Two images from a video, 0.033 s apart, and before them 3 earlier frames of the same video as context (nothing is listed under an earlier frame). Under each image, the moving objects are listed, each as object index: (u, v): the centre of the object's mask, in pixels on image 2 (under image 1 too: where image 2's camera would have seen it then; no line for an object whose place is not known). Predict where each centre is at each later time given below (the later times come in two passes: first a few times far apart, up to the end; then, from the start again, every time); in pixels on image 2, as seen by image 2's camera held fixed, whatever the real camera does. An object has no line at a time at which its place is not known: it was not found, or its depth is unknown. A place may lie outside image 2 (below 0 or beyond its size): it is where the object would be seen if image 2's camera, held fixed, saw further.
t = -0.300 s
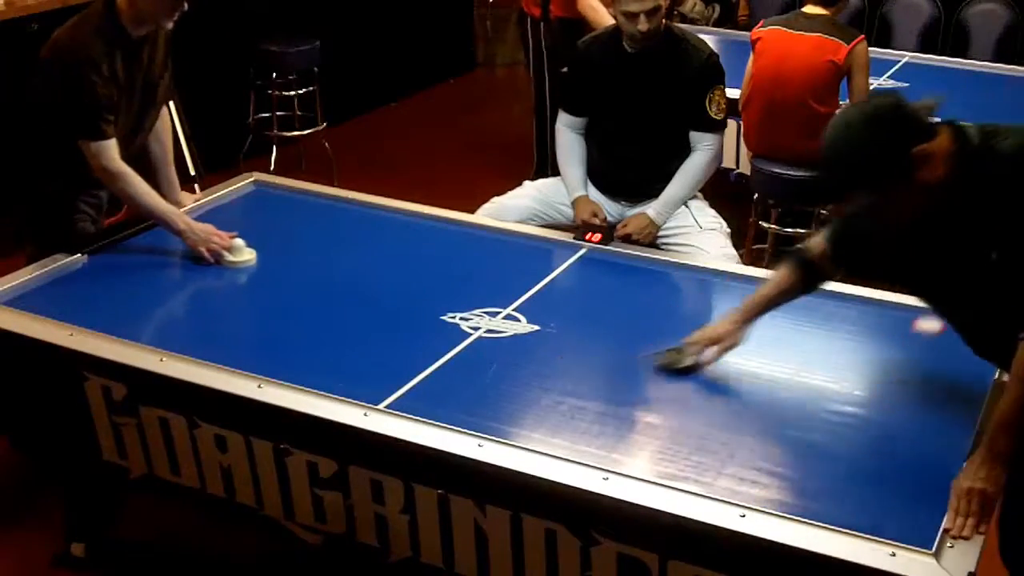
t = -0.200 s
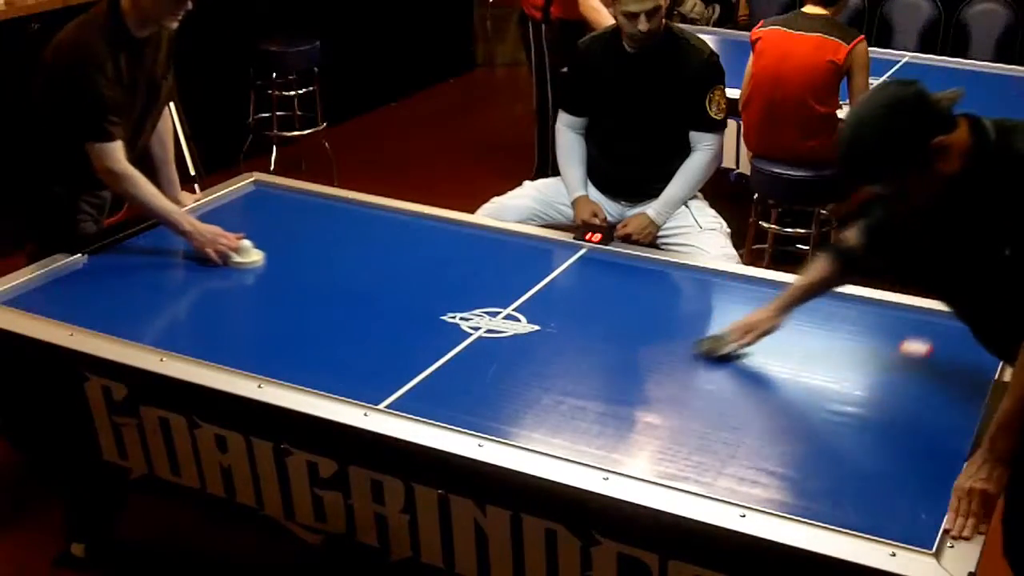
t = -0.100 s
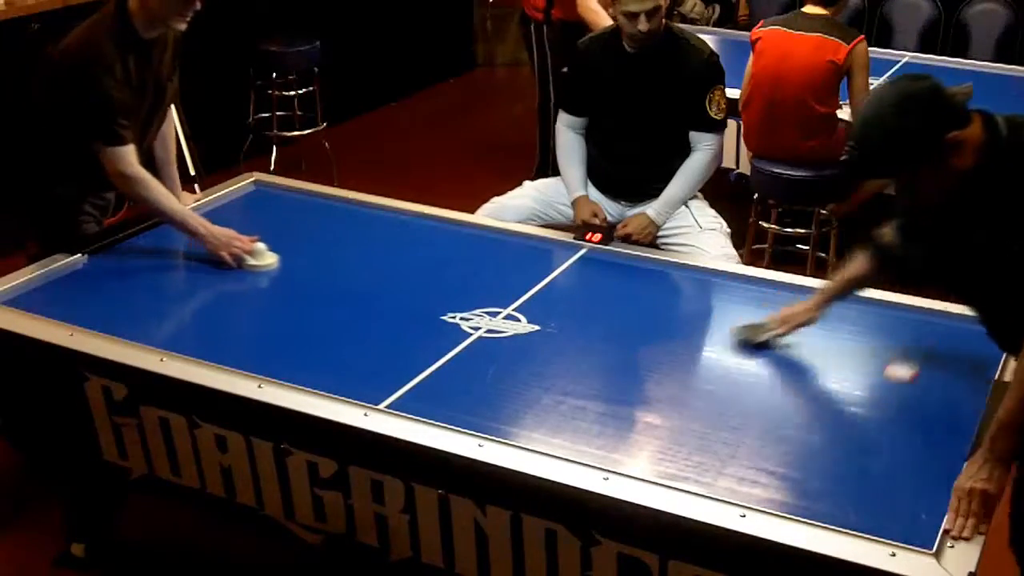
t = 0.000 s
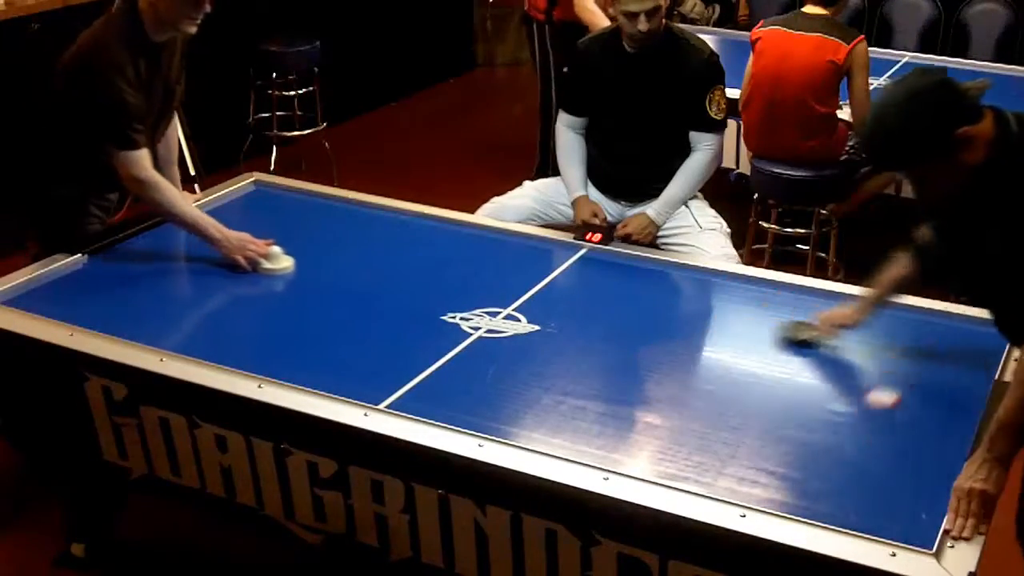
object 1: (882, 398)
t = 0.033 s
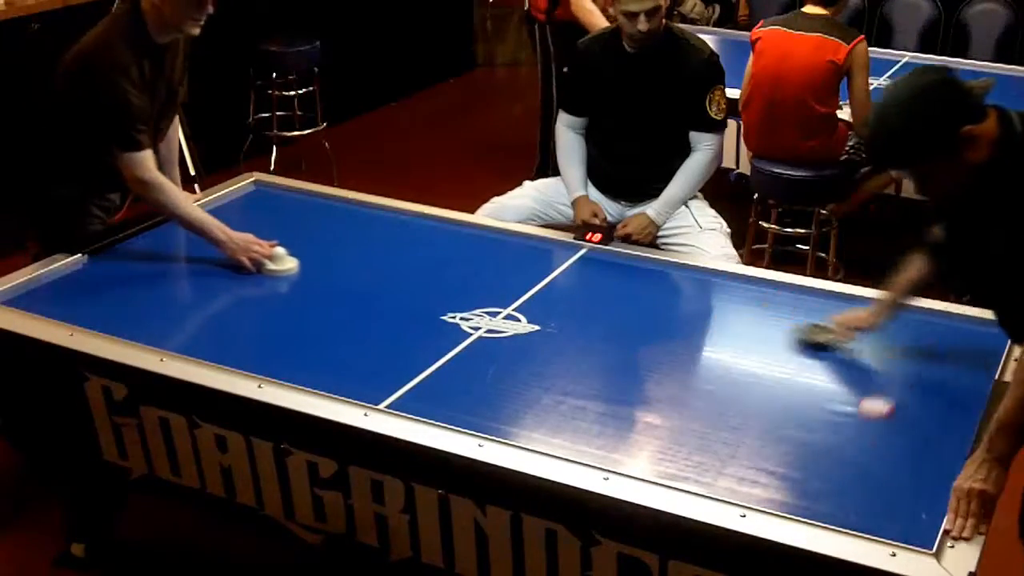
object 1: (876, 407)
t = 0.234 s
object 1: (833, 464)
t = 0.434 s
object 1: (801, 494)
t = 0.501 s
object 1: (809, 475)
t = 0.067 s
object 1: (870, 416)
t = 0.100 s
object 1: (863, 426)
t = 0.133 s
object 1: (856, 435)
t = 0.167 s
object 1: (848, 444)
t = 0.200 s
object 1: (841, 454)
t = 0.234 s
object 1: (833, 464)
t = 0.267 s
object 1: (824, 474)
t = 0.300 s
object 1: (816, 484)
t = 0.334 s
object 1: (807, 495)
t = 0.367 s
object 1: (798, 504)
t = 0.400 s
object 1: (797, 503)
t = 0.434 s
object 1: (801, 494)
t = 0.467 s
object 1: (805, 485)
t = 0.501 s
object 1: (809, 475)
